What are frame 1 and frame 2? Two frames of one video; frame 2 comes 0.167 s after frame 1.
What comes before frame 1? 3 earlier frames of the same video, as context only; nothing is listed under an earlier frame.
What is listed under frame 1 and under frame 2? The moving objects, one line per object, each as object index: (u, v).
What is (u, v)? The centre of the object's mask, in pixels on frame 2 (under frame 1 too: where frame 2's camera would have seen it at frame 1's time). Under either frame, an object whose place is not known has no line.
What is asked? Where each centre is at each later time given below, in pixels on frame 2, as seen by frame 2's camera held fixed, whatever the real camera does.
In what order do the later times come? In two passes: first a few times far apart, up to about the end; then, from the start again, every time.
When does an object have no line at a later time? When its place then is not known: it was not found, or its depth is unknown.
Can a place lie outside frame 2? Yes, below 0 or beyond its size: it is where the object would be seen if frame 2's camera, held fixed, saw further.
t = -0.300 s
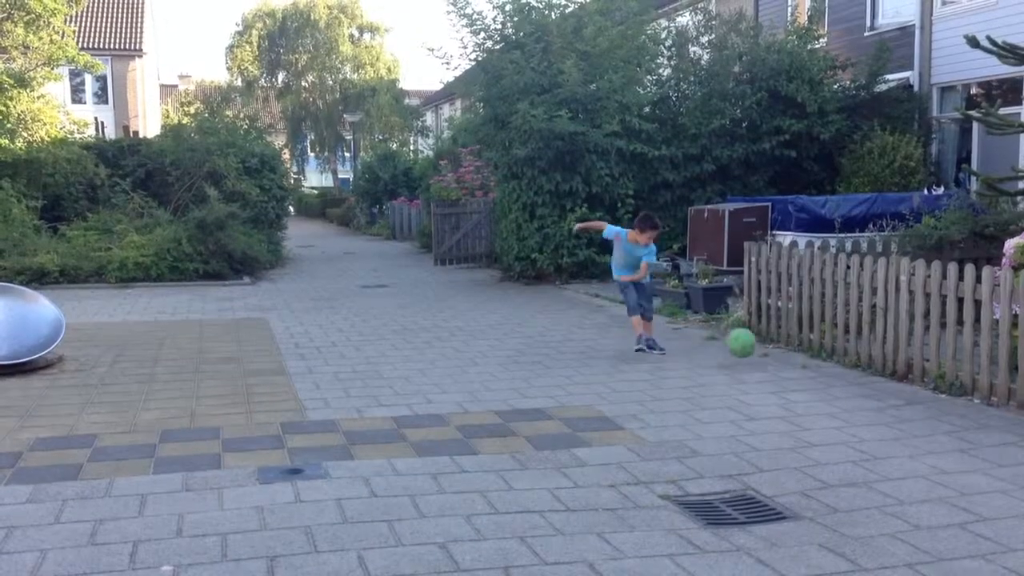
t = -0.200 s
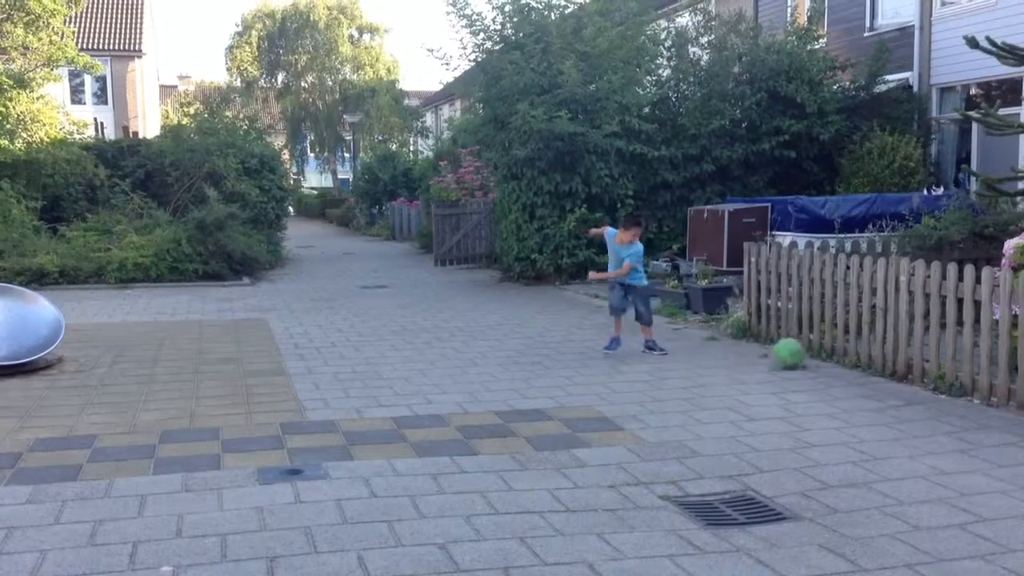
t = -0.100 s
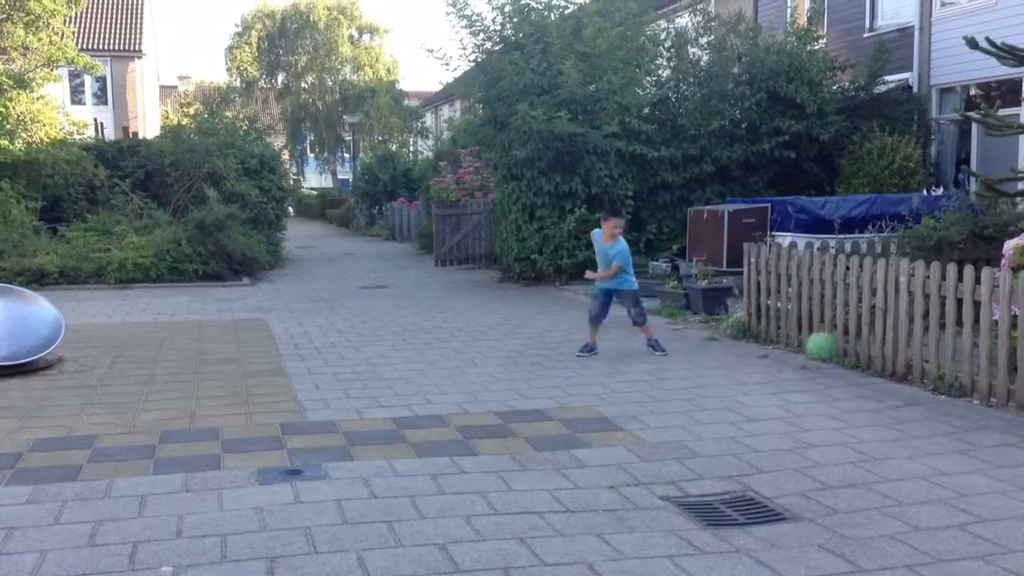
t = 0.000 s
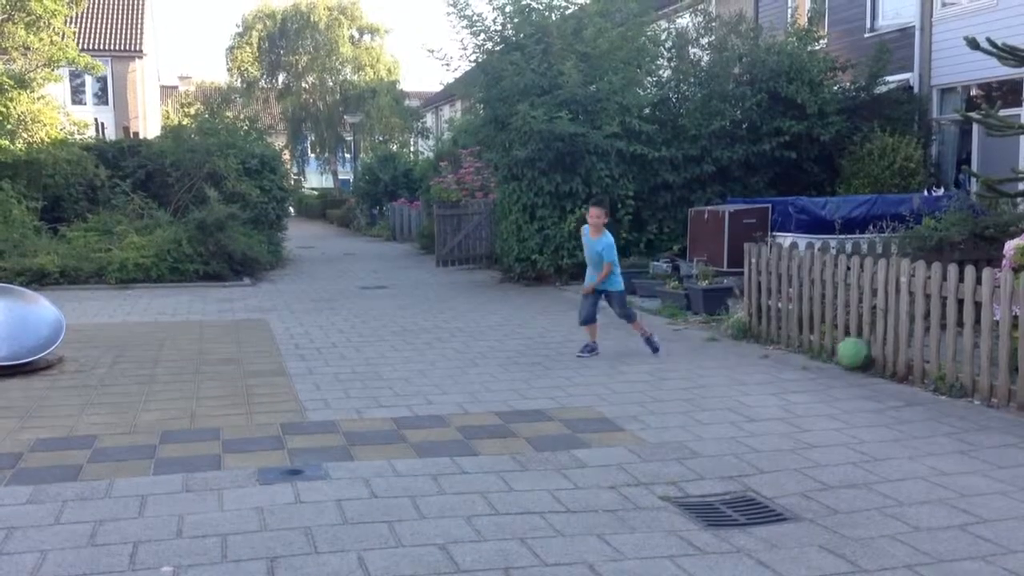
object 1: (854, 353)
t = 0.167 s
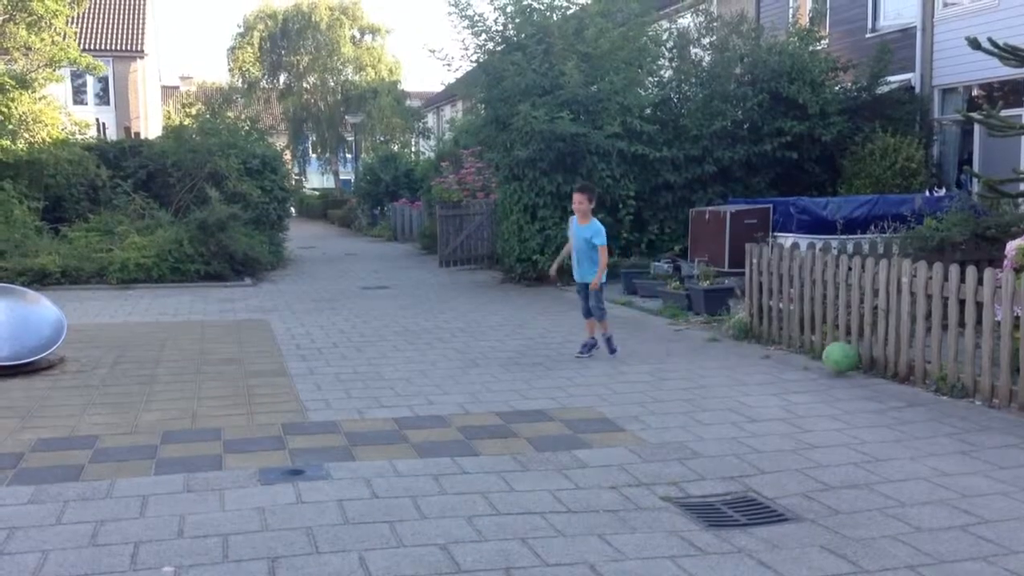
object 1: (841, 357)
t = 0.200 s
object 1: (839, 357)
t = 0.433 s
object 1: (829, 364)
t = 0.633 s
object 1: (819, 370)
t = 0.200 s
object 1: (839, 357)
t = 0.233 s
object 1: (838, 359)
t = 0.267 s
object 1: (837, 362)
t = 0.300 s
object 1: (836, 361)
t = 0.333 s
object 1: (836, 361)
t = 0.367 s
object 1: (832, 363)
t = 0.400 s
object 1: (831, 364)
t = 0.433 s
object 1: (829, 364)
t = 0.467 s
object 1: (825, 366)
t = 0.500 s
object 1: (825, 368)
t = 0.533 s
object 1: (824, 368)
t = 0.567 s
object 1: (822, 369)
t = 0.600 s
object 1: (821, 369)
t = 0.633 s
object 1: (819, 370)
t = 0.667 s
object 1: (818, 371)
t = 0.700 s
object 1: (816, 372)
